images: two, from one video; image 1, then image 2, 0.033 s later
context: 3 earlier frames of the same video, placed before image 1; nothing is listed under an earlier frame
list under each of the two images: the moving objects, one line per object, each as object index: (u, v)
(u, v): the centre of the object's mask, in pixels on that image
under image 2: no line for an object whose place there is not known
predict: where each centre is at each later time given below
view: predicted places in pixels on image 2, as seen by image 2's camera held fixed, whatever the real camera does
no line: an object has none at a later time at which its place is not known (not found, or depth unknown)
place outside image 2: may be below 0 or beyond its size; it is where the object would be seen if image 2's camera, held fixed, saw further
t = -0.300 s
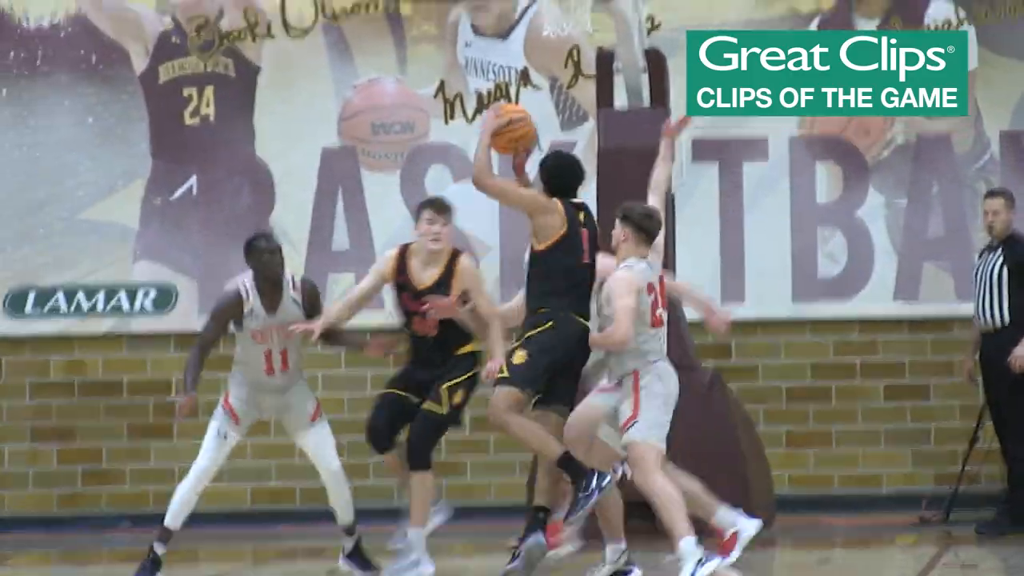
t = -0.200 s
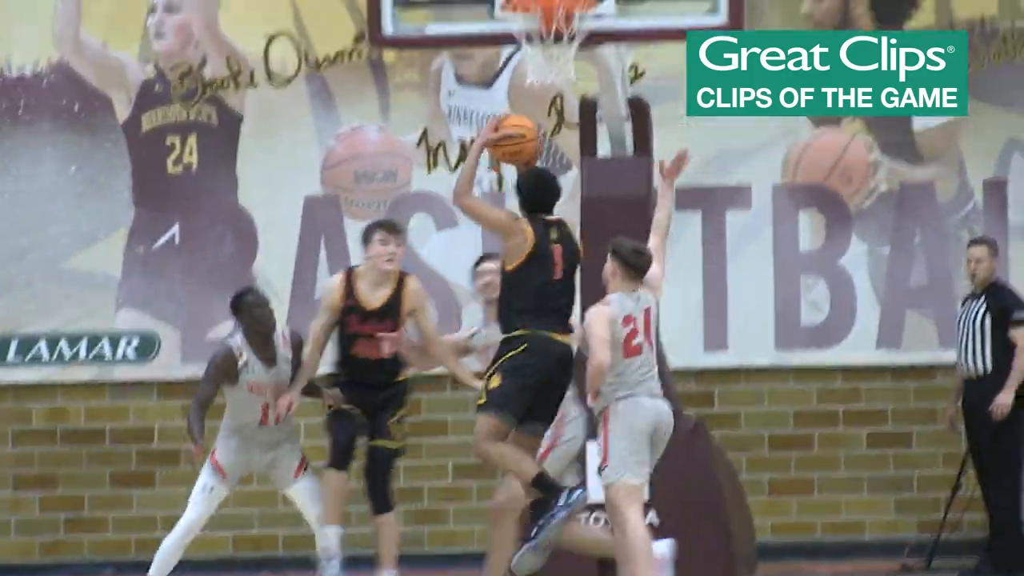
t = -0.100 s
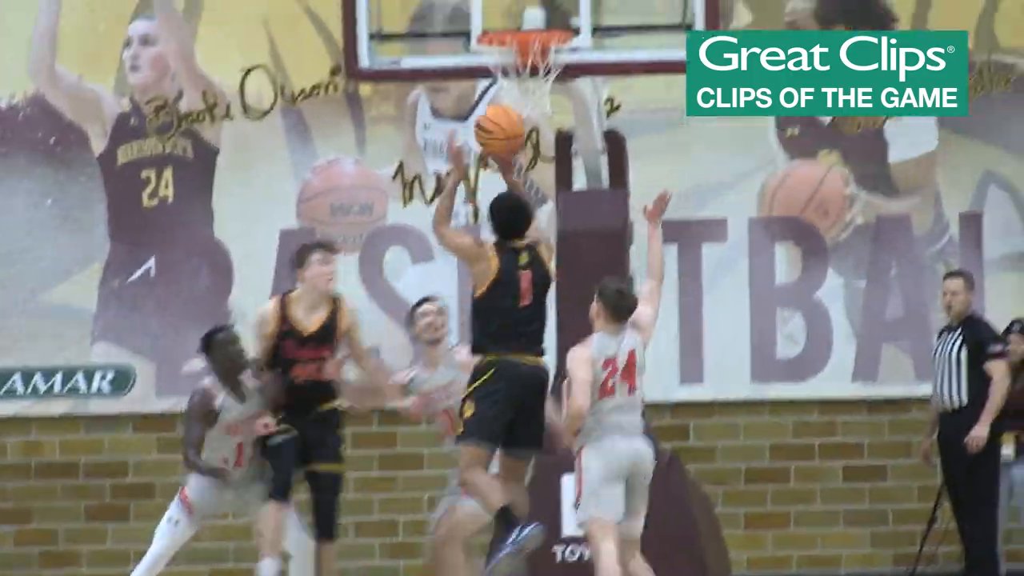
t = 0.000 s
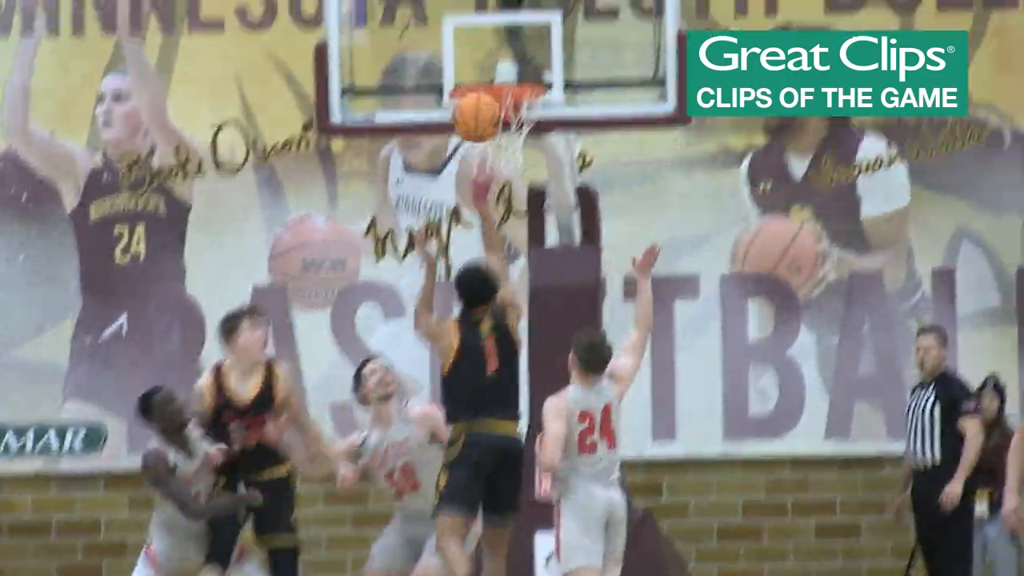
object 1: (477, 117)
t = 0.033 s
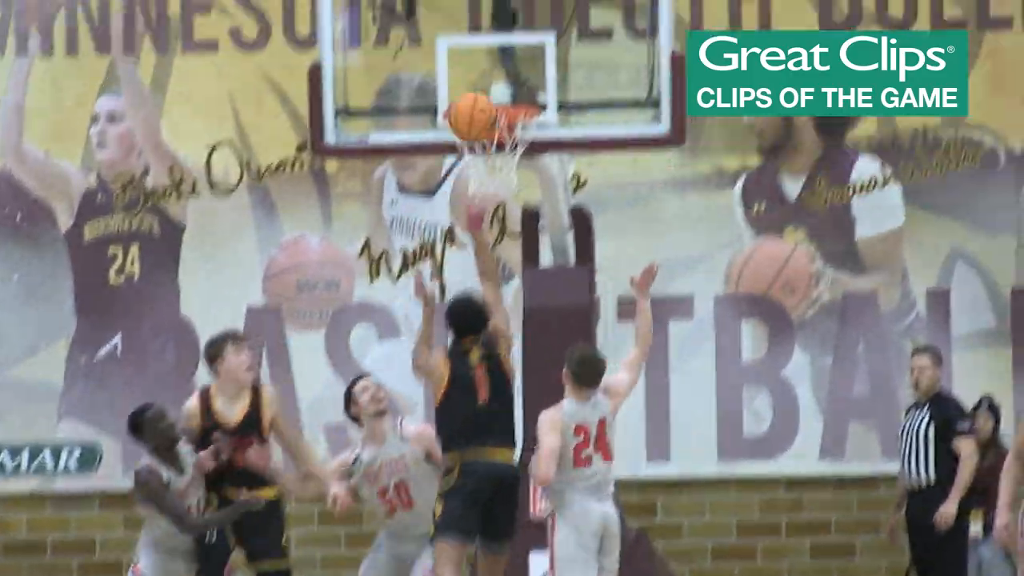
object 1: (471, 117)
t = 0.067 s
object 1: (474, 99)
